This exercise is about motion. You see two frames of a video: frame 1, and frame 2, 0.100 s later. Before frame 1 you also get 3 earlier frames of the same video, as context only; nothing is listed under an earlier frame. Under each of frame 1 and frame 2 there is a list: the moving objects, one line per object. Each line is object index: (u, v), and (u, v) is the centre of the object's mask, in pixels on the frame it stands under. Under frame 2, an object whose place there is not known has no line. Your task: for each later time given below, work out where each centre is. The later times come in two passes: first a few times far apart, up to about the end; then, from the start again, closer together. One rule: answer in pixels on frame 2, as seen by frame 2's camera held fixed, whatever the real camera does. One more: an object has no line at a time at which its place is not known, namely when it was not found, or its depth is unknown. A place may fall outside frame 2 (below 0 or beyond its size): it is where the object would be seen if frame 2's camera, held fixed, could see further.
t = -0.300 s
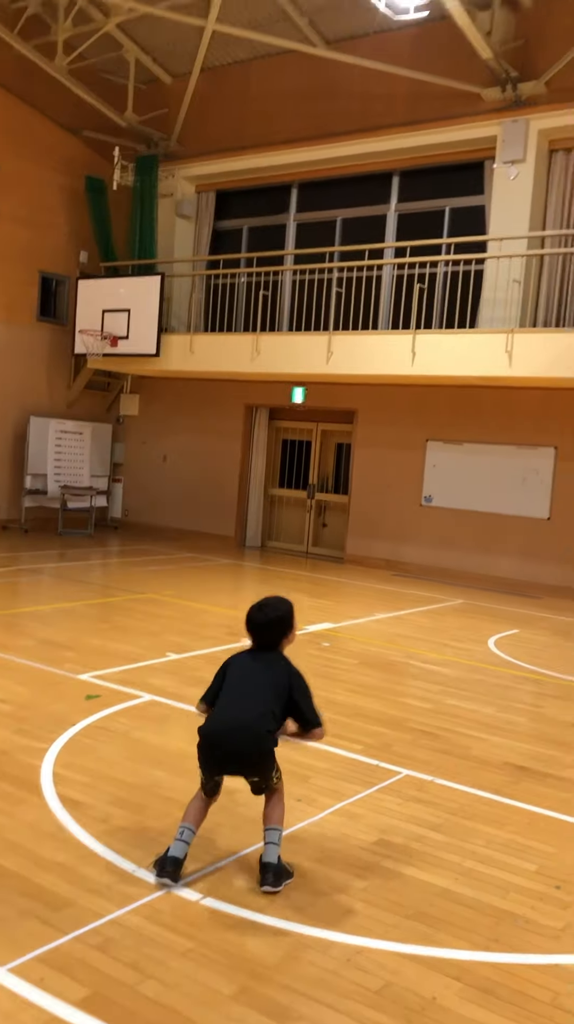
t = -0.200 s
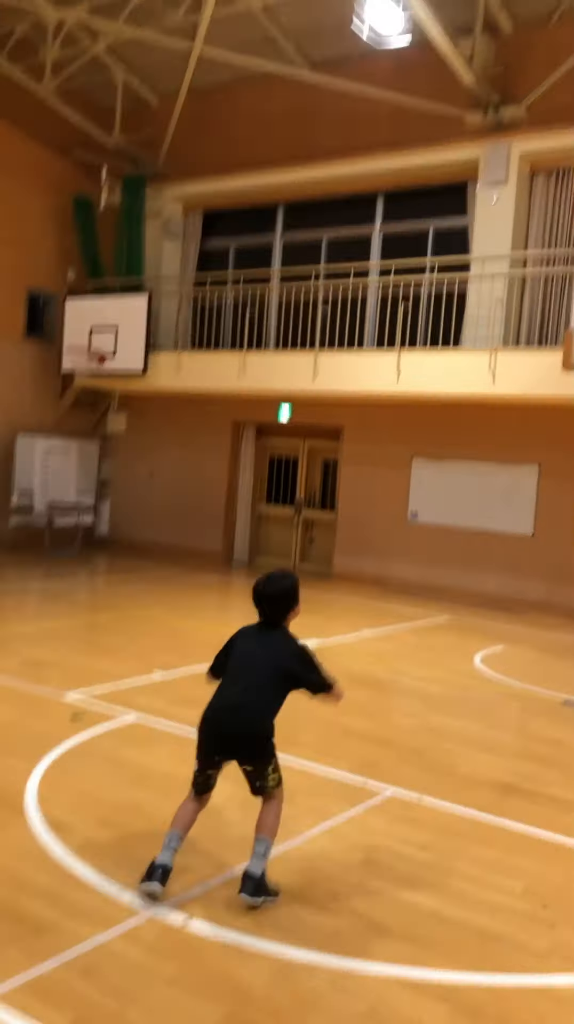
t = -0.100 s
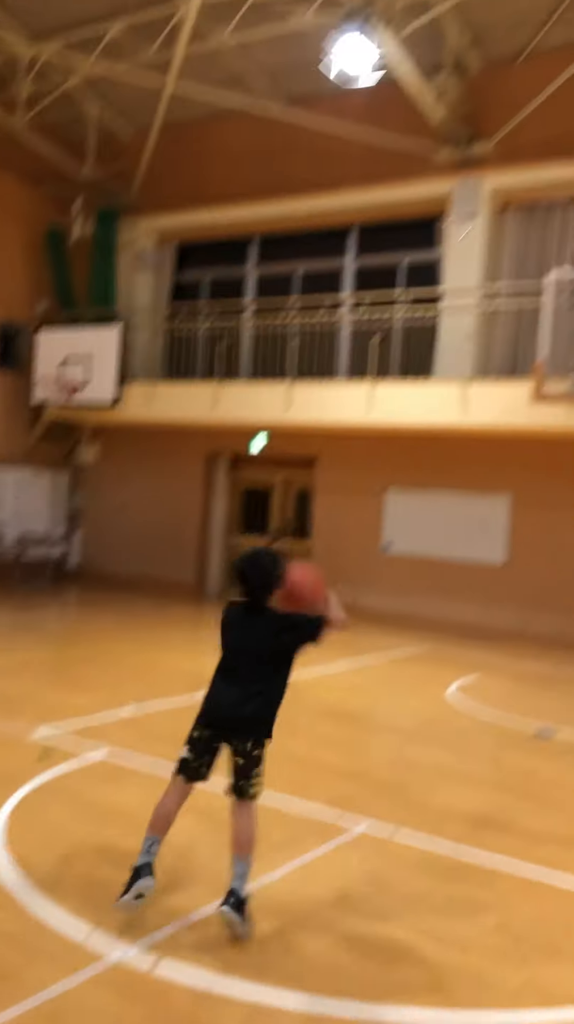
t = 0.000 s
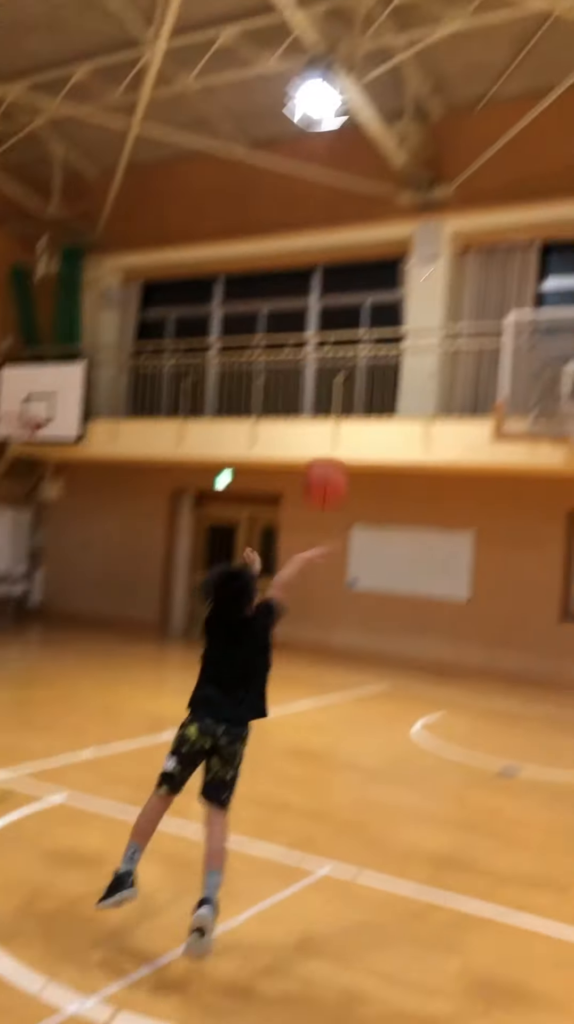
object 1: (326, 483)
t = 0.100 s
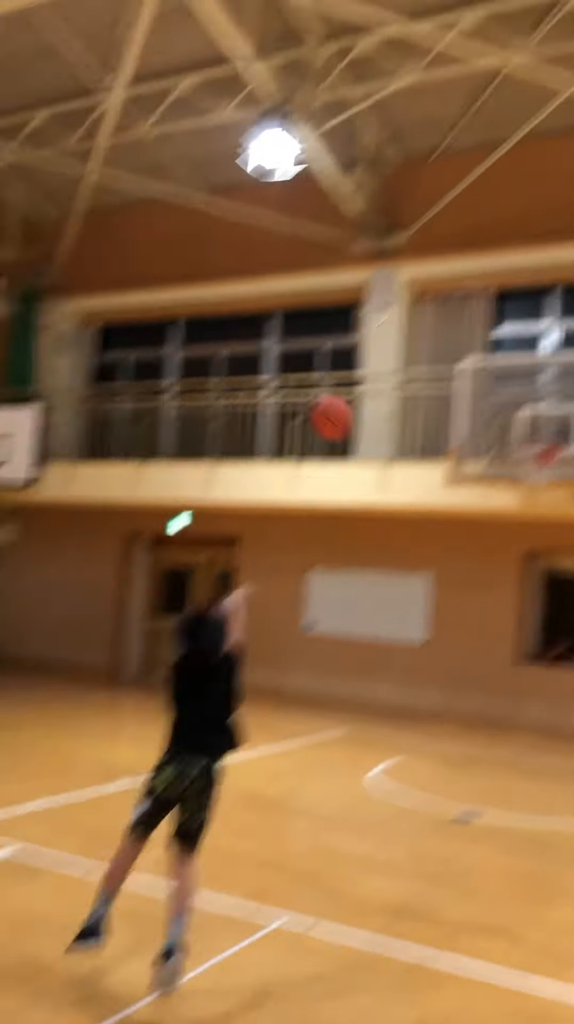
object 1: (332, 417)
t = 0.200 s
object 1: (372, 345)
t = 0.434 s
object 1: (438, 269)
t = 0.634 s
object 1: (480, 277)
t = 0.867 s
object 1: (515, 344)
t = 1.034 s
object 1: (533, 416)
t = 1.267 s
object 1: (526, 471)
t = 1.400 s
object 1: (514, 487)
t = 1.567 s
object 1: (500, 531)
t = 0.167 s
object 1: (359, 365)
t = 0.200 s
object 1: (372, 345)
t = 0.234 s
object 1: (383, 326)
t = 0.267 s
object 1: (394, 311)
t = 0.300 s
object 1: (403, 299)
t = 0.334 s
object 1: (412, 287)
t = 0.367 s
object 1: (422, 280)
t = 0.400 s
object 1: (430, 273)
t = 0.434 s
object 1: (438, 269)
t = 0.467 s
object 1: (446, 267)
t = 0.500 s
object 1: (453, 266)
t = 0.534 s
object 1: (460, 266)
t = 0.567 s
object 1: (467, 268)
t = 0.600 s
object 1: (473, 272)
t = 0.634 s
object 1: (480, 277)
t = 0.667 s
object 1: (485, 283)
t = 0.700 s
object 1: (491, 291)
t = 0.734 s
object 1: (496, 299)
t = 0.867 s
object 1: (515, 344)
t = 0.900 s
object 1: (519, 356)
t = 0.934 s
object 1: (522, 369)
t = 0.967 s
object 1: (526, 385)
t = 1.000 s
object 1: (529, 399)
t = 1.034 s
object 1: (533, 416)
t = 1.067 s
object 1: (535, 430)
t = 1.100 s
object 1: (540, 454)
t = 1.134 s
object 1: (542, 462)
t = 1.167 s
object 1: (538, 467)
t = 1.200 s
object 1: (533, 468)
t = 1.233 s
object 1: (530, 469)
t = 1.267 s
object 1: (526, 471)
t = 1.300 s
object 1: (521, 475)
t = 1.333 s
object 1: (519, 476)
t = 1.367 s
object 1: (517, 481)
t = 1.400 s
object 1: (514, 487)
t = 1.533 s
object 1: (503, 523)
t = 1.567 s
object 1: (500, 531)
